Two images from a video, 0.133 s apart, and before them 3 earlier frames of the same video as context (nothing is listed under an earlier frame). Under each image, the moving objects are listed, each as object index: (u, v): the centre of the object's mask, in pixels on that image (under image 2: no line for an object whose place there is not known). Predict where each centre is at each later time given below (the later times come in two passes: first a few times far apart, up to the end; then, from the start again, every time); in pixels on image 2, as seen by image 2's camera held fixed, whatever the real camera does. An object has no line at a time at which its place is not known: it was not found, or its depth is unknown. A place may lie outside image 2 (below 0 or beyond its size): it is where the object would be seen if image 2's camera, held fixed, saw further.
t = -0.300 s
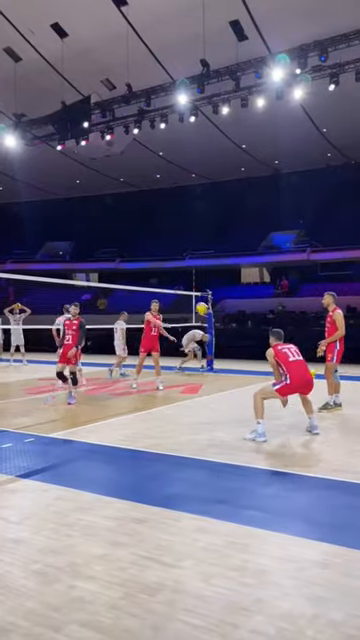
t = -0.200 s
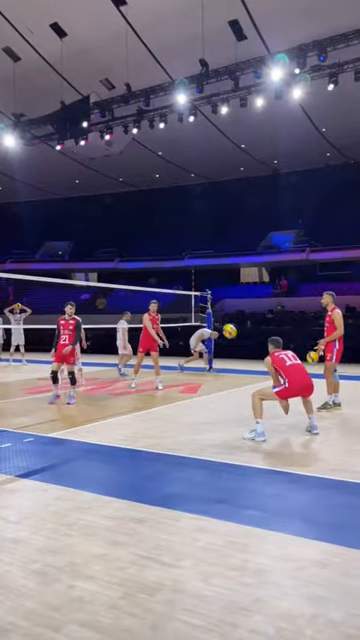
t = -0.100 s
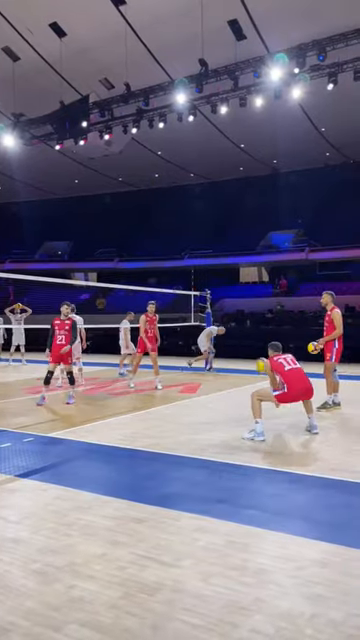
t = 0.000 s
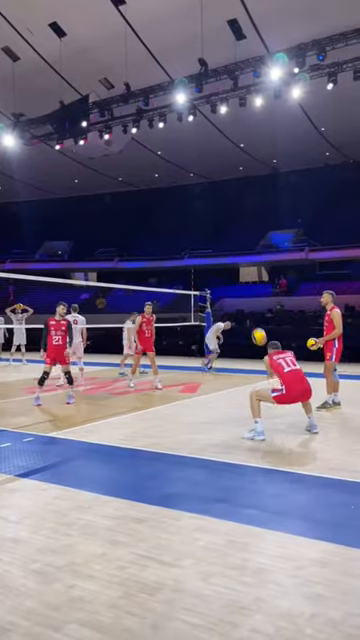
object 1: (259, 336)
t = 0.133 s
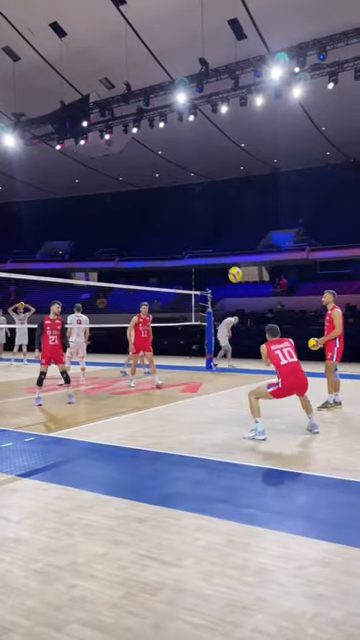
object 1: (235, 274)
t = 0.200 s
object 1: (224, 250)
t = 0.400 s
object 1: (196, 201)
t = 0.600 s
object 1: (172, 179)
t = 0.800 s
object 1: (152, 181)
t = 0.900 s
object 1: (142, 188)
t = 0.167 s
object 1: (229, 262)
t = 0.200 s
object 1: (224, 250)
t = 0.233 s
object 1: (219, 240)
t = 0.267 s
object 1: (214, 230)
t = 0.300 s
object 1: (209, 222)
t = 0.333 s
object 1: (205, 214)
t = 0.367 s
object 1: (200, 207)
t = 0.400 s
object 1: (196, 201)
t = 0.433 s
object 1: (192, 195)
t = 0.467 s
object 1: (188, 191)
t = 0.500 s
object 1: (184, 187)
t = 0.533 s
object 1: (180, 184)
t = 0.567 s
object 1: (176, 181)
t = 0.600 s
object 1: (172, 179)
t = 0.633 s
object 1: (169, 178)
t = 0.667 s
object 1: (165, 177)
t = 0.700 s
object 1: (161, 178)
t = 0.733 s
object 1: (158, 178)
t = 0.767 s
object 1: (155, 179)
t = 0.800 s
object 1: (152, 181)
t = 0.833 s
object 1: (148, 183)
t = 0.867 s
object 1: (145, 185)
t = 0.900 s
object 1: (142, 188)
